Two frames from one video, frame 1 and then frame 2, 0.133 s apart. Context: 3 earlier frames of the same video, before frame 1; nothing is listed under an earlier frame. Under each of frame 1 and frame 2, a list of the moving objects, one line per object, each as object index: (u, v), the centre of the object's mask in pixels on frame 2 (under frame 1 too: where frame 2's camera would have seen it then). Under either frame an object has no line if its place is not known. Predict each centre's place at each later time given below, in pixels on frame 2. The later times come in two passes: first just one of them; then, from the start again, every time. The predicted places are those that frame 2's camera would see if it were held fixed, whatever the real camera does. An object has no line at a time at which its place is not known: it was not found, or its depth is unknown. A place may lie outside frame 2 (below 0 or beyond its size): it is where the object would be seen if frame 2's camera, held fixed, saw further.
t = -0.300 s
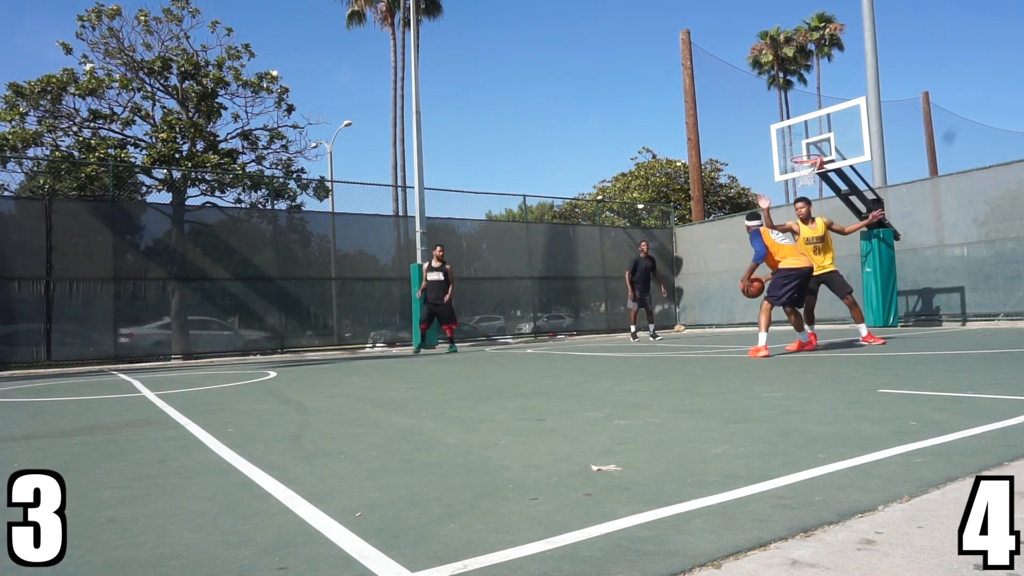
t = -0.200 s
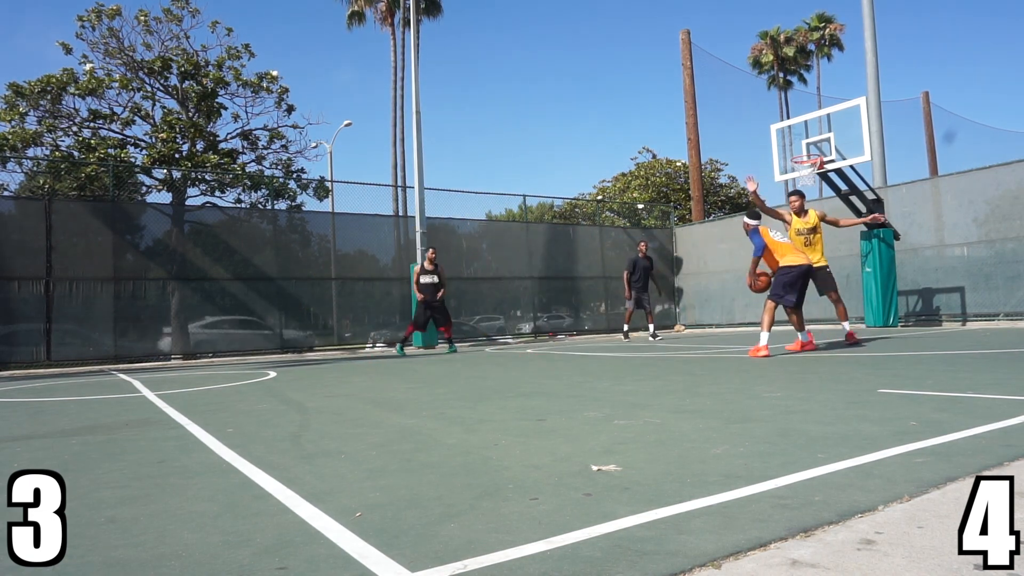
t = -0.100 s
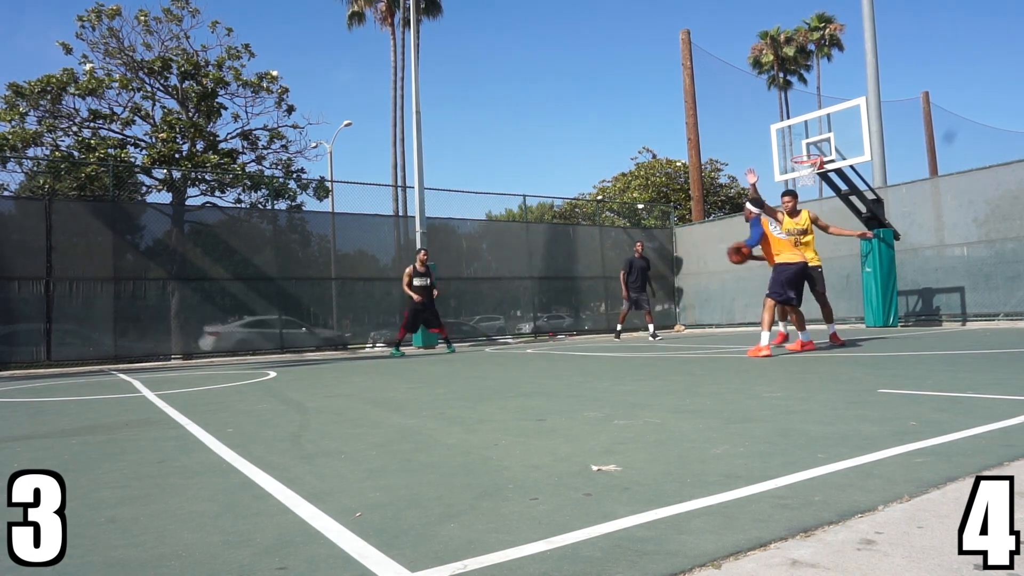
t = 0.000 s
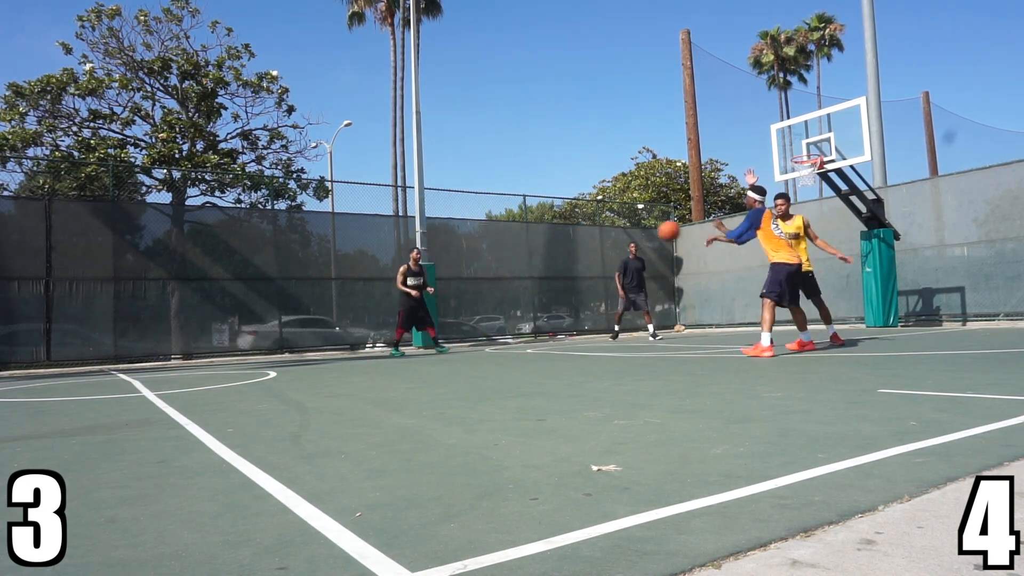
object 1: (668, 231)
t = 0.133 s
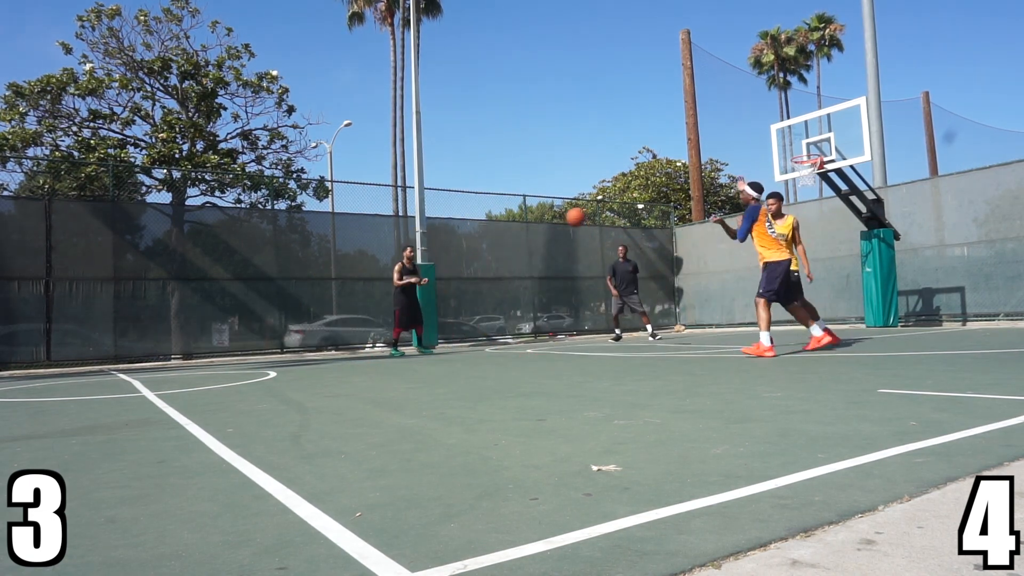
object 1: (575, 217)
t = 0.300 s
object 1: (481, 220)
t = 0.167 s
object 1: (555, 215)
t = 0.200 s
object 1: (536, 216)
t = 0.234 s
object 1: (517, 216)
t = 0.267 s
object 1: (498, 218)
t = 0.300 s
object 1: (481, 220)
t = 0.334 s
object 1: (465, 222)
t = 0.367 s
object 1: (448, 225)
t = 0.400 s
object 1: (433, 229)
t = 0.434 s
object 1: (418, 232)
